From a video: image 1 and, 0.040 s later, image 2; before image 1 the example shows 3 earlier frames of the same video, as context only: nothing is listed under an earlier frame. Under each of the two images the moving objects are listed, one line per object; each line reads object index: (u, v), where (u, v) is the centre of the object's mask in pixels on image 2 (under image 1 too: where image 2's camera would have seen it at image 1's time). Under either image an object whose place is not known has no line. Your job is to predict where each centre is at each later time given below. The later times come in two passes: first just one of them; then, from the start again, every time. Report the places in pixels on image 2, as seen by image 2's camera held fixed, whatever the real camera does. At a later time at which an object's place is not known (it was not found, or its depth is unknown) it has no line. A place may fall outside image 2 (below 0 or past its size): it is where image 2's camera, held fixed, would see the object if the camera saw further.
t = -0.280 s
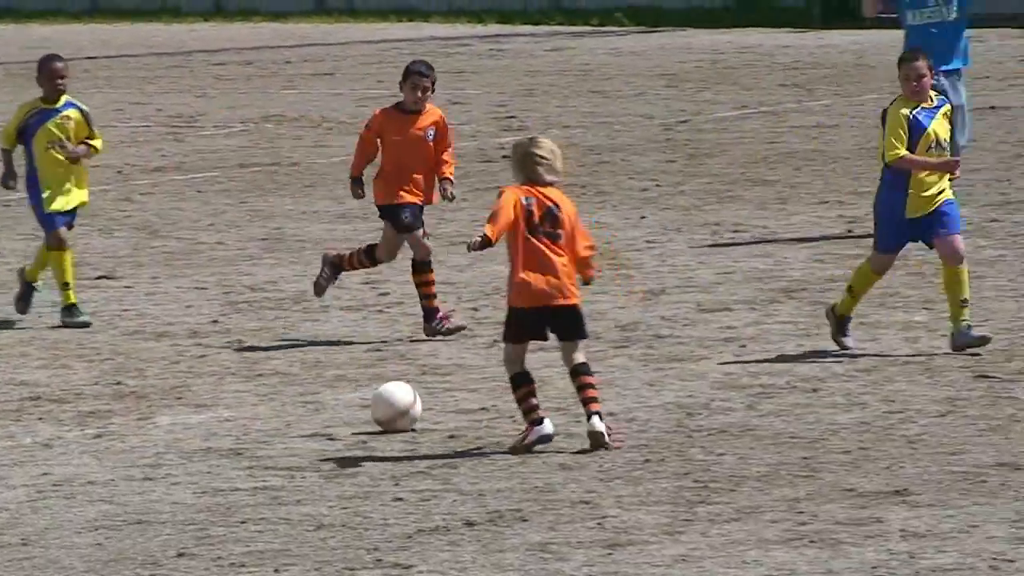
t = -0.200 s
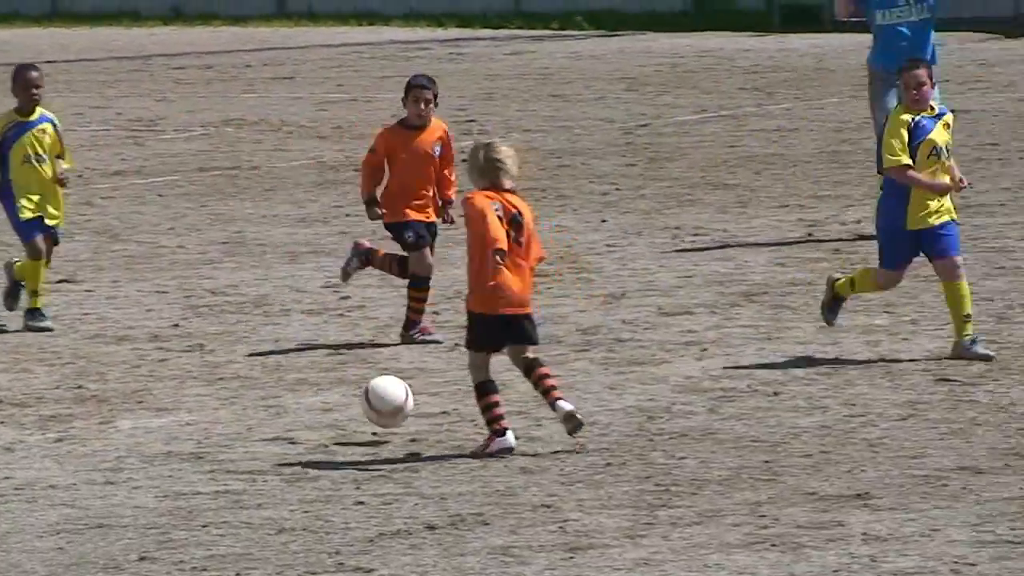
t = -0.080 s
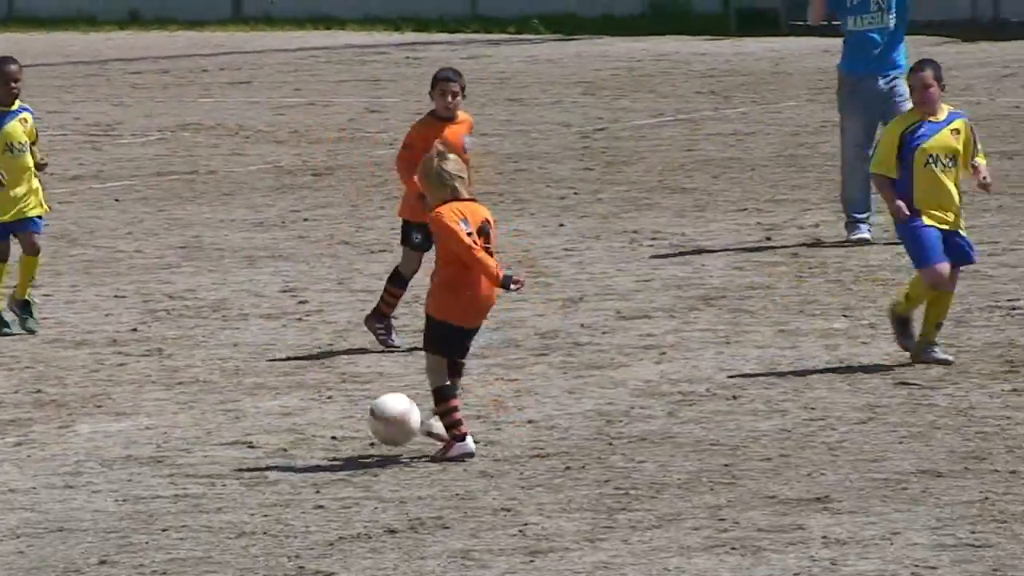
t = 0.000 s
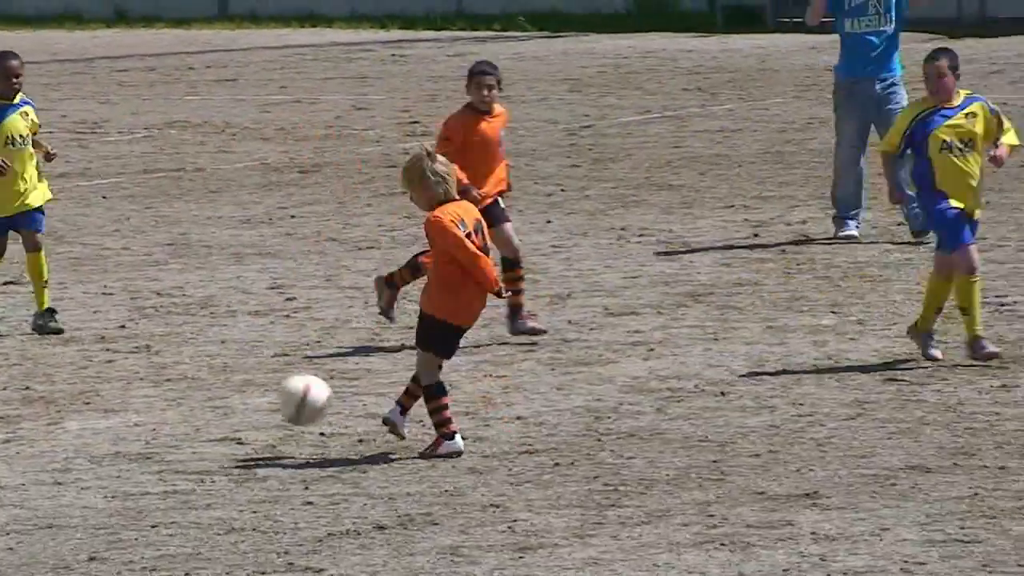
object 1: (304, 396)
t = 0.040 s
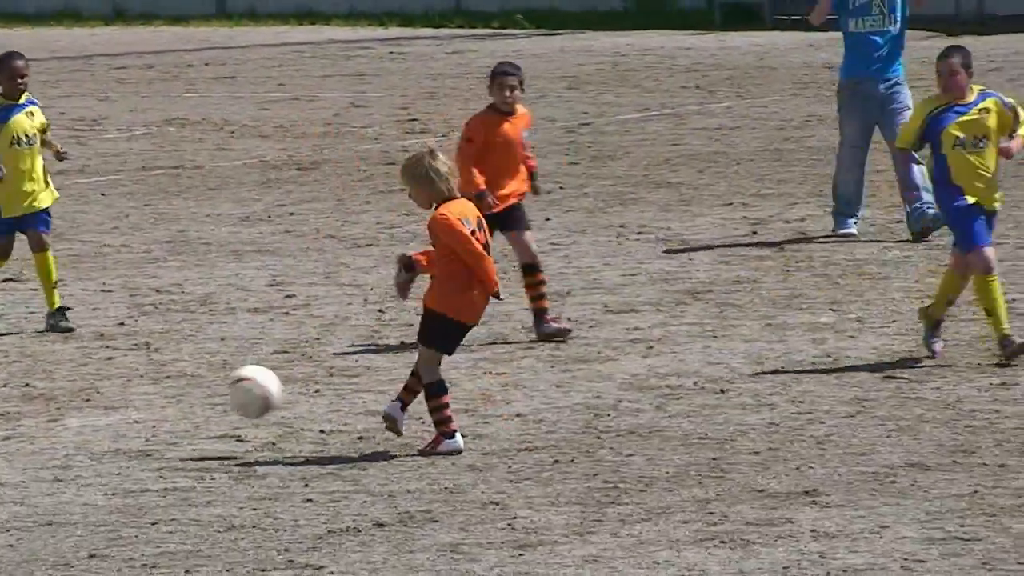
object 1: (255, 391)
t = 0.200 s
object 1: (58, 407)
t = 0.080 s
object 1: (205, 390)
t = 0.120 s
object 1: (156, 392)
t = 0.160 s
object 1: (109, 397)
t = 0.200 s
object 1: (58, 407)
